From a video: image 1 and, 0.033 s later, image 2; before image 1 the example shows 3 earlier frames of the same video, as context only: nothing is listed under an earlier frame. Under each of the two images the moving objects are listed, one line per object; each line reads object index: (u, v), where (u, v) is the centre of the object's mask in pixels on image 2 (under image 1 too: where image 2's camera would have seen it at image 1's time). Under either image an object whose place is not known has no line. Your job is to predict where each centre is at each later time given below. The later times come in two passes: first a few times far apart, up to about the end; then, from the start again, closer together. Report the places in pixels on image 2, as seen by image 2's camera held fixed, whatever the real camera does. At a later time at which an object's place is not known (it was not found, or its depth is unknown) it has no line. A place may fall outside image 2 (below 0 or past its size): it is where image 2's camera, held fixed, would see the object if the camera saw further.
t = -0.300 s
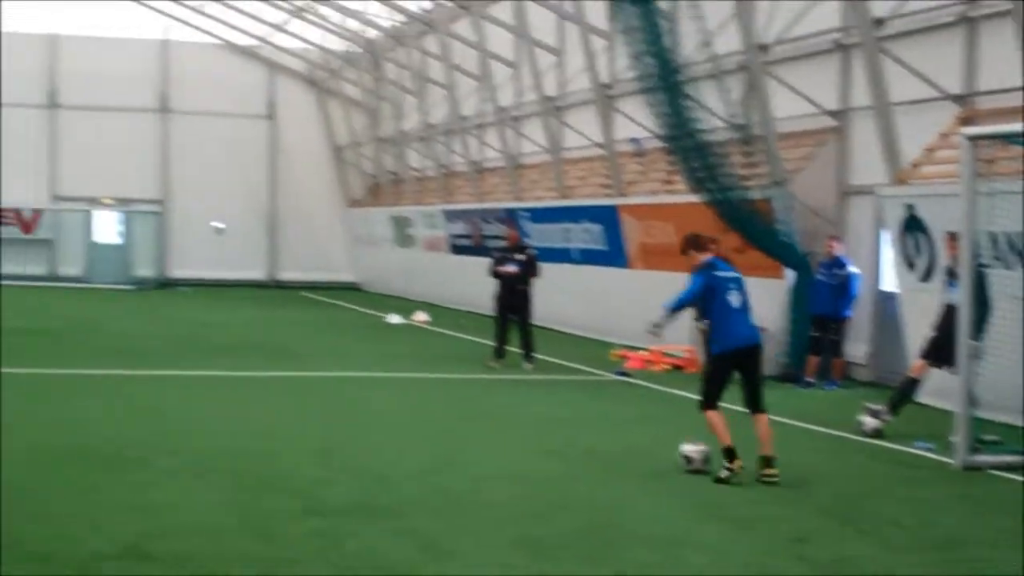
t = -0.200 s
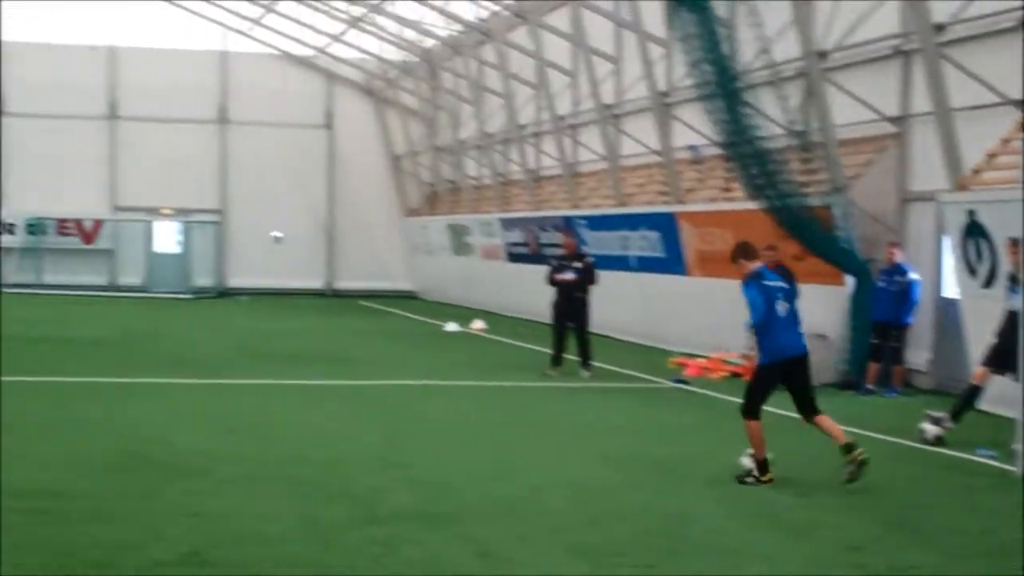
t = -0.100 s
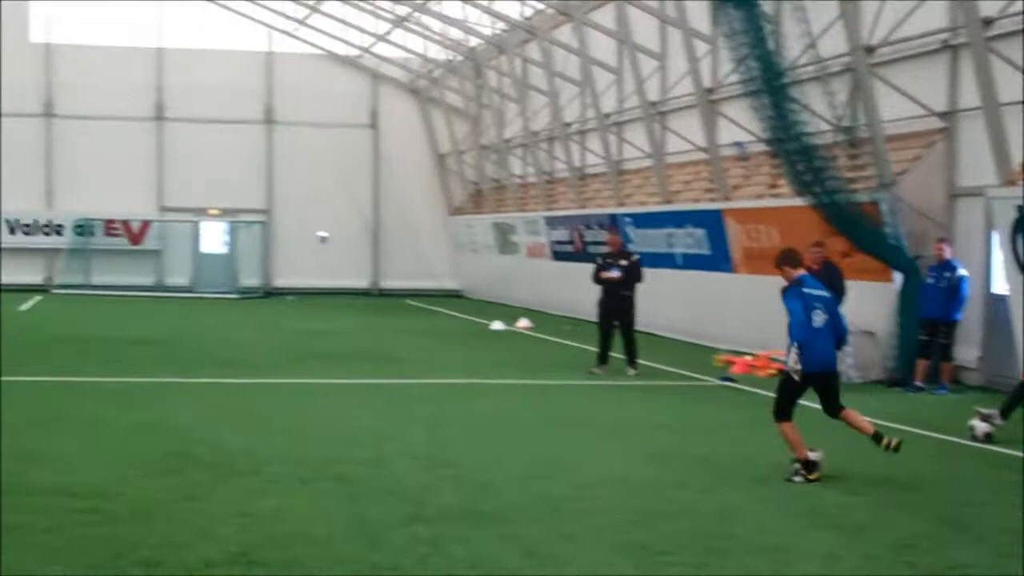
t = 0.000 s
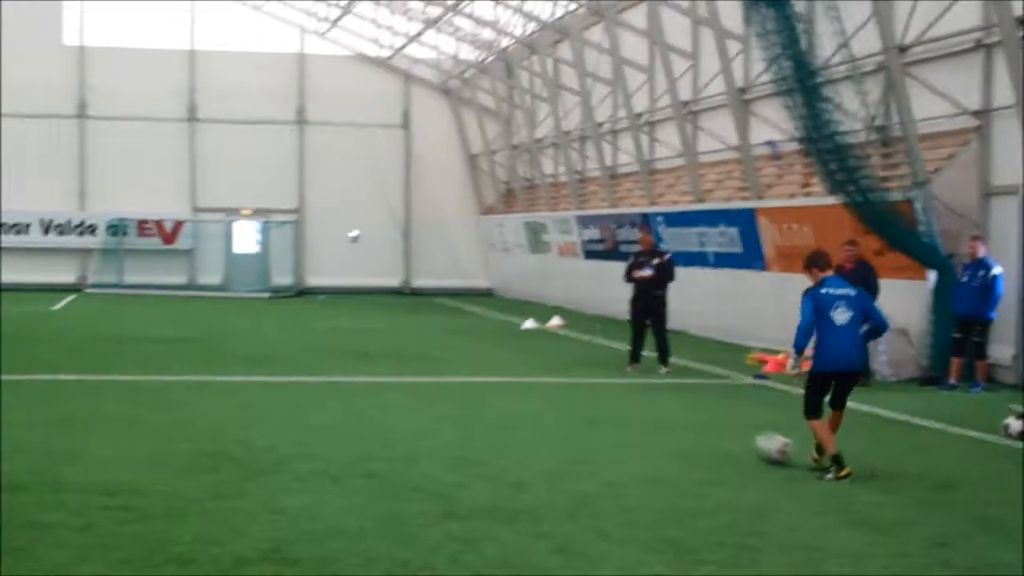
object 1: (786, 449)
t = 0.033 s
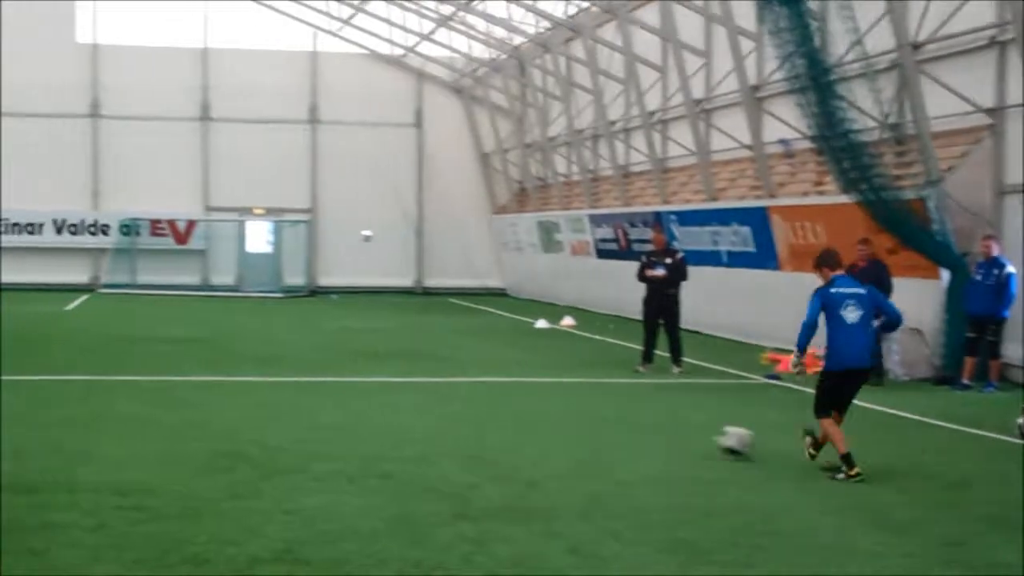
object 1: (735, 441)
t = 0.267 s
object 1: (445, 408)
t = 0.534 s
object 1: (237, 393)
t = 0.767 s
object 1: (112, 381)
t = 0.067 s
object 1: (685, 433)
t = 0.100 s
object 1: (639, 429)
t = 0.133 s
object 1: (594, 426)
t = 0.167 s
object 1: (552, 425)
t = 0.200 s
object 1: (515, 421)
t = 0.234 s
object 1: (477, 414)
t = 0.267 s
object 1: (445, 408)
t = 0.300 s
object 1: (413, 406)
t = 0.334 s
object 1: (384, 403)
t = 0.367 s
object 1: (356, 404)
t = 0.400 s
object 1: (328, 404)
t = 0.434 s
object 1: (303, 400)
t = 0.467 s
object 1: (281, 396)
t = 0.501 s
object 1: (259, 393)
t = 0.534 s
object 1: (237, 393)
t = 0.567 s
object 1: (217, 392)
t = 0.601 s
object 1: (199, 389)
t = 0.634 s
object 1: (180, 385)
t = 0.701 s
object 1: (144, 381)
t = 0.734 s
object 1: (128, 382)
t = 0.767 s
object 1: (112, 381)
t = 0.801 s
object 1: (97, 378)
